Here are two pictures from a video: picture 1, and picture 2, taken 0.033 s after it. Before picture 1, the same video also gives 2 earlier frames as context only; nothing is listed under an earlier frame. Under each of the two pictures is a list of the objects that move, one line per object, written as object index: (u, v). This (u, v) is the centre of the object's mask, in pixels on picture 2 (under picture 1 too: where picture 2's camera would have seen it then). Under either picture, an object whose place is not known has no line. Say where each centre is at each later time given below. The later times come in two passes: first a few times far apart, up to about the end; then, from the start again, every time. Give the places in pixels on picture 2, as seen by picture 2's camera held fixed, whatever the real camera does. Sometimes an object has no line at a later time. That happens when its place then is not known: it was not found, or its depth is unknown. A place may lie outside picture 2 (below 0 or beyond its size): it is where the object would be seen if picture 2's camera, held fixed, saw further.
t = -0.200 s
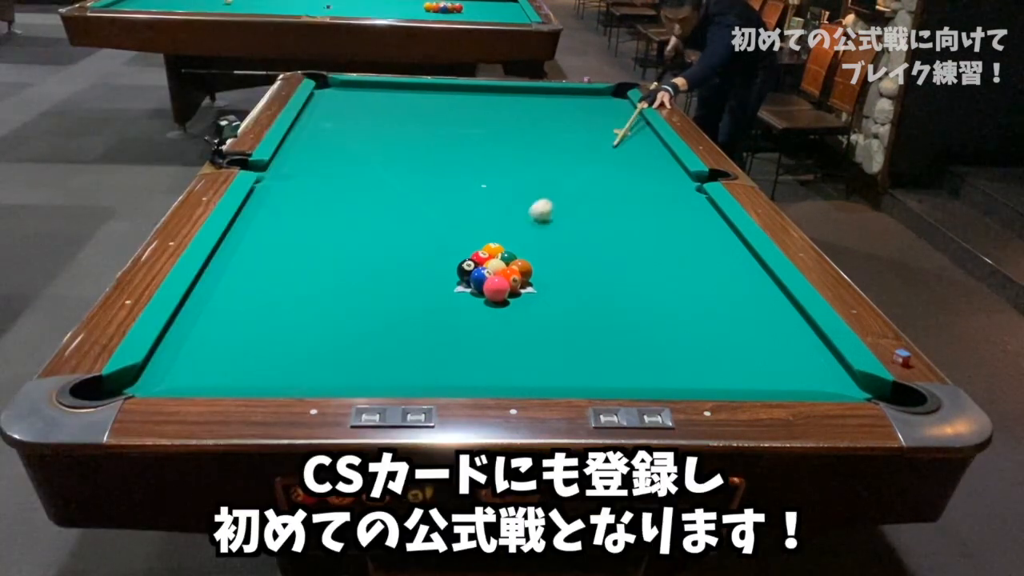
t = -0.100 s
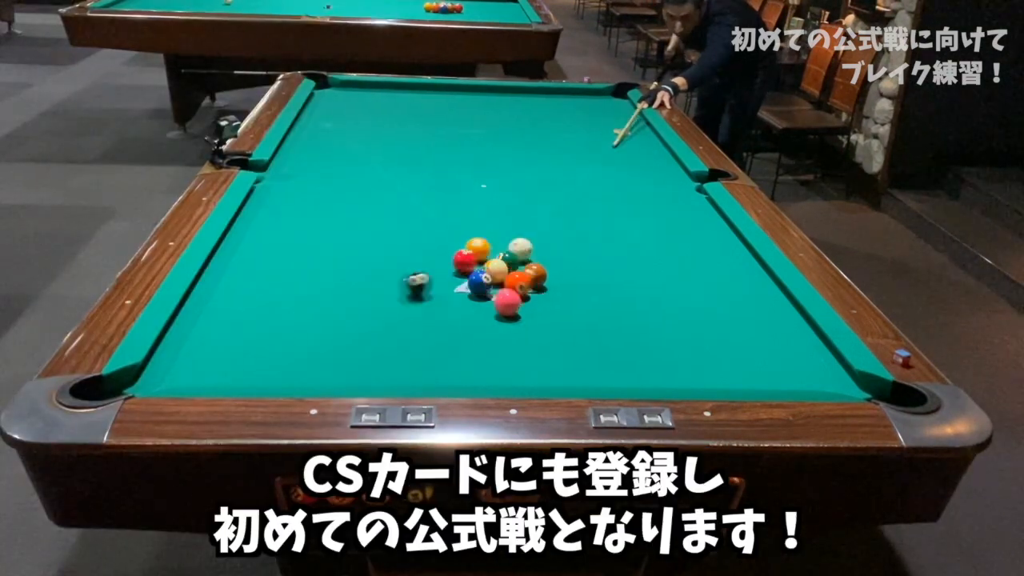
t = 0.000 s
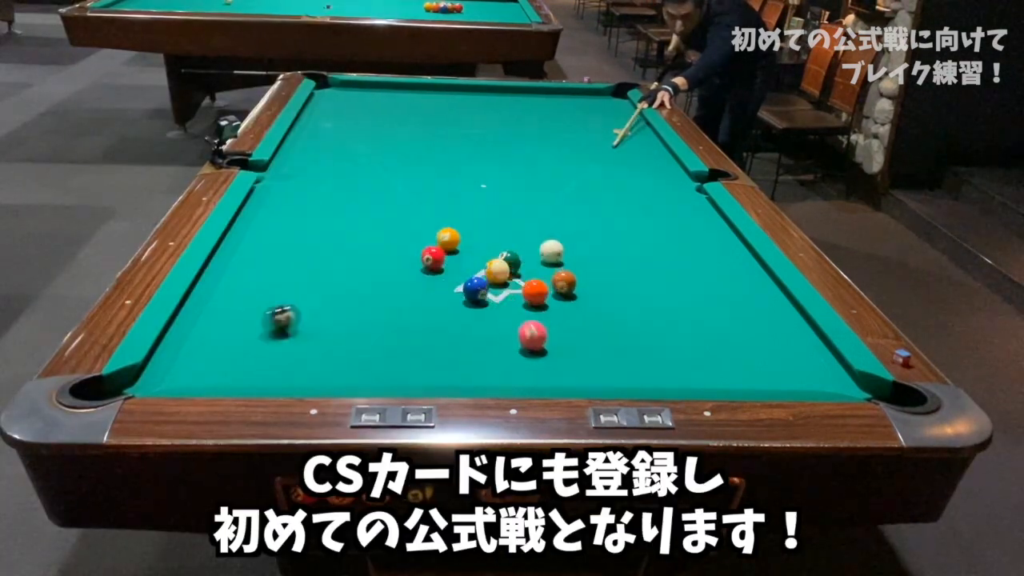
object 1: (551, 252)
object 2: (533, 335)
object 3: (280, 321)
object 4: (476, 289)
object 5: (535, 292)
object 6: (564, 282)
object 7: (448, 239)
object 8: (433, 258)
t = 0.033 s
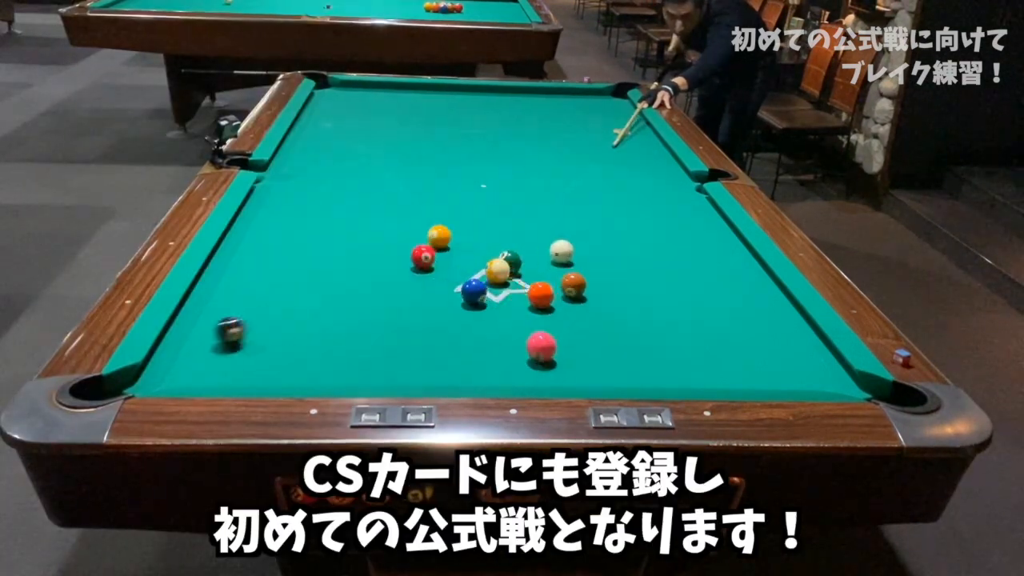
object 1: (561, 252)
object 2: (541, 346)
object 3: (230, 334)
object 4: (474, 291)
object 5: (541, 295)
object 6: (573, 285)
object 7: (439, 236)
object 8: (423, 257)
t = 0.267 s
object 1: (626, 253)
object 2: (578, 360)
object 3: (299, 376)
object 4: (462, 306)
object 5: (580, 311)
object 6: (638, 301)
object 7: (385, 221)
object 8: (359, 250)
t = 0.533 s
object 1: (698, 255)
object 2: (581, 326)
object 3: (460, 362)
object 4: (449, 325)
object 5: (642, 331)
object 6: (717, 322)
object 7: (327, 204)
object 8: (287, 243)
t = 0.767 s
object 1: (742, 255)
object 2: (565, 307)
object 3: (580, 345)
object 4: (437, 340)
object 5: (711, 341)
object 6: (788, 340)
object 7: (282, 192)
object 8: (236, 237)
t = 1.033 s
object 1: (705, 248)
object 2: (550, 289)
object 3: (706, 328)
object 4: (423, 358)
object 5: (776, 351)
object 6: (821, 357)
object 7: (282, 182)
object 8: (275, 228)
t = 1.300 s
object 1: (673, 242)
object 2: (535, 274)
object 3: (778, 311)
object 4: (409, 374)
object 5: (774, 356)
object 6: (825, 371)
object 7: (311, 175)
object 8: (310, 220)
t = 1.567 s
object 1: (645, 236)
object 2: (534, 267)
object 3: (705, 286)
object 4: (401, 374)
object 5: (773, 359)
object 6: (819, 380)
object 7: (336, 170)
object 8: (340, 214)
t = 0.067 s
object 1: (570, 252)
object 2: (548, 356)
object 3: (183, 347)
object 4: (472, 293)
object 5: (546, 297)
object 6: (582, 288)
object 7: (432, 234)
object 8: (414, 256)
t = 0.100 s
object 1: (579, 252)
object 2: (557, 367)
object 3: (178, 354)
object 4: (471, 296)
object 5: (552, 299)
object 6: (591, 290)
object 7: (423, 232)
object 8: (405, 255)
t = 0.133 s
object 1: (589, 252)
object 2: (566, 375)
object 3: (206, 361)
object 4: (469, 298)
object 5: (558, 302)
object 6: (601, 293)
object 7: (415, 229)
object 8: (395, 254)
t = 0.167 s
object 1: (598, 253)
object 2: (571, 376)
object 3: (229, 364)
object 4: (467, 300)
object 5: (563, 305)
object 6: (610, 294)
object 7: (408, 227)
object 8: (386, 253)
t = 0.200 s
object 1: (607, 253)
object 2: (573, 371)
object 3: (255, 370)
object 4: (466, 302)
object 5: (569, 308)
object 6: (619, 296)
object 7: (400, 225)
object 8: (377, 252)
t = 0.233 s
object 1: (617, 253)
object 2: (576, 365)
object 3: (278, 373)
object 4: (465, 304)
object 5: (575, 309)
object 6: (629, 299)
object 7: (392, 223)
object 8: (367, 251)
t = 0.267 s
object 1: (626, 253)
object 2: (578, 360)
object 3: (299, 376)
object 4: (462, 306)
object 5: (580, 311)
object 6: (638, 301)
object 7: (385, 221)
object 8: (359, 250)
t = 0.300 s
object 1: (635, 254)
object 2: (580, 354)
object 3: (322, 375)
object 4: (460, 309)
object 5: (586, 315)
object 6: (648, 304)
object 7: (377, 219)
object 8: (349, 249)
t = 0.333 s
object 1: (645, 254)
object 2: (583, 349)
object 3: (343, 373)
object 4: (459, 311)
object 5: (592, 319)
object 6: (658, 306)
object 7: (369, 217)
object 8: (340, 248)
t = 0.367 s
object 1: (653, 254)
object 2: (585, 344)
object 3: (362, 372)
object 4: (457, 314)
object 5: (598, 321)
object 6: (667, 309)
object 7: (363, 215)
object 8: (331, 248)
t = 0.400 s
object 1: (662, 254)
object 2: (587, 339)
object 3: (383, 370)
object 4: (455, 316)
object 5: (605, 324)
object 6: (677, 311)
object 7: (355, 212)
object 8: (322, 247)
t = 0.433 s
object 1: (672, 255)
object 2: (589, 335)
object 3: (403, 369)
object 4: (454, 318)
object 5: (612, 327)
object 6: (687, 314)
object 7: (348, 211)
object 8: (313, 246)
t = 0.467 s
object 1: (680, 255)
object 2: (586, 332)
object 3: (421, 367)
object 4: (452, 320)
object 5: (621, 328)
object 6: (697, 316)
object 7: (341, 209)
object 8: (305, 245)
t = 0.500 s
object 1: (689, 255)
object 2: (583, 329)
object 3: (441, 365)
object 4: (450, 322)
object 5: (632, 330)
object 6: (707, 319)
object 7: (334, 206)
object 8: (295, 244)
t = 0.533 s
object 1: (698, 255)
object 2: (581, 326)
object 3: (460, 362)
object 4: (449, 325)
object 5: (642, 331)
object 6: (717, 322)
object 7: (327, 204)
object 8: (287, 243)
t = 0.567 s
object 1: (706, 255)
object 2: (578, 324)
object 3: (477, 359)
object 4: (447, 327)
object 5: (651, 332)
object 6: (726, 324)
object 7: (321, 203)
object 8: (278, 242)
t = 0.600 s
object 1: (715, 255)
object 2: (576, 320)
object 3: (496, 356)
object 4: (445, 329)
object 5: (662, 334)
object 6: (737, 327)
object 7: (314, 201)
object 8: (269, 241)
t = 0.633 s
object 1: (724, 255)
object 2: (574, 318)
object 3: (514, 355)
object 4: (443, 331)
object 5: (672, 335)
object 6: (747, 329)
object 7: (307, 199)
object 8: (261, 240)
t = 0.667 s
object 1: (732, 256)
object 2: (572, 315)
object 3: (530, 352)
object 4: (442, 333)
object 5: (681, 336)
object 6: (757, 332)
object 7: (301, 197)
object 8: (253, 240)
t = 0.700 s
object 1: (741, 256)
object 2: (569, 312)
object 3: (548, 349)
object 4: (440, 336)
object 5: (691, 338)
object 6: (768, 335)
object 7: (295, 195)
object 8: (243, 239)
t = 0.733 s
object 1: (747, 256)
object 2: (567, 310)
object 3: (564, 347)
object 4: (439, 338)
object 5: (702, 339)
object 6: (778, 337)
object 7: (288, 193)
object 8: (235, 238)
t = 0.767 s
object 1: (742, 255)
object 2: (565, 307)
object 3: (580, 345)
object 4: (437, 340)
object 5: (711, 341)
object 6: (788, 340)
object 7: (282, 192)
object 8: (236, 237)
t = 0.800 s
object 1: (736, 254)
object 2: (563, 305)
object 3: (598, 342)
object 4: (435, 343)
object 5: (721, 342)
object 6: (799, 343)
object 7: (276, 190)
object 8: (242, 236)
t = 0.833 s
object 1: (732, 253)
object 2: (561, 302)
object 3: (613, 341)
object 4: (433, 344)
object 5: (731, 344)
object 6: (810, 345)
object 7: (269, 188)
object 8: (247, 235)
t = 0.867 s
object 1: (727, 252)
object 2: (559, 300)
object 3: (628, 339)
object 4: (432, 347)
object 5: (741, 345)
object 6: (819, 347)
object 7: (264, 187)
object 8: (252, 233)
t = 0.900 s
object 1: (723, 252)
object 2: (557, 298)
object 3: (645, 336)
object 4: (430, 349)
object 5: (751, 346)
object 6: (820, 350)
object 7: (266, 186)
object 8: (257, 232)
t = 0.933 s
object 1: (718, 251)
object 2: (555, 295)
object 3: (660, 334)
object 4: (428, 352)
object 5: (761, 348)
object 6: (816, 351)
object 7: (270, 185)
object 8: (262, 231)
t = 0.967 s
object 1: (714, 250)
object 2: (554, 293)
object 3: (675, 332)
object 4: (426, 354)
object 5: (770, 349)
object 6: (813, 353)
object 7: (274, 184)
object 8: (266, 230)
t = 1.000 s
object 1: (710, 249)
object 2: (552, 291)
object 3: (691, 330)
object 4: (425, 356)
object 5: (778, 350)
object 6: (812, 355)
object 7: (278, 183)
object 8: (271, 229)
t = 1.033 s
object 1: (705, 248)
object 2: (550, 289)
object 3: (706, 328)
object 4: (423, 358)
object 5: (776, 351)
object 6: (821, 357)
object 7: (282, 182)
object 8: (275, 228)
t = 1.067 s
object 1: (701, 247)
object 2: (548, 287)
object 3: (719, 327)
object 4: (421, 361)
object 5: (775, 351)
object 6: (828, 360)
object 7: (286, 181)
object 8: (280, 227)
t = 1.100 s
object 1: (697, 246)
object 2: (546, 285)
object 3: (735, 324)
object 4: (419, 363)
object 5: (775, 352)
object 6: (830, 361)
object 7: (290, 180)
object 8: (284, 226)
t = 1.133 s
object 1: (693, 246)
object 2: (544, 283)
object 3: (749, 322)
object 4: (418, 366)
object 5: (775, 353)
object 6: (830, 363)
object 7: (293, 179)
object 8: (289, 225)
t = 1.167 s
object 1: (689, 245)
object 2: (543, 281)
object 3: (763, 321)
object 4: (416, 368)
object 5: (775, 353)
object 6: (829, 365)
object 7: (297, 178)
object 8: (293, 224)
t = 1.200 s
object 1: (685, 244)
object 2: (541, 279)
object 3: (777, 319)
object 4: (414, 370)
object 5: (775, 354)
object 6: (828, 366)
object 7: (301, 178)
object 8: (298, 223)
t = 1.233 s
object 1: (681, 243)
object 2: (539, 277)
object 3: (791, 319)
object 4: (412, 371)
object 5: (774, 355)
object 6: (827, 367)
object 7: (304, 177)
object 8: (302, 221)
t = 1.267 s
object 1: (677, 243)
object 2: (537, 275)
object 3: (790, 315)
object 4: (411, 373)
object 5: (774, 355)
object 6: (826, 368)
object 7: (307, 176)
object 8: (305, 221)
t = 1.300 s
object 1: (673, 242)
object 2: (535, 274)
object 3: (778, 311)
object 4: (409, 374)
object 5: (774, 356)
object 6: (825, 371)
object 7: (311, 175)
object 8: (310, 220)
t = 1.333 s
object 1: (670, 241)
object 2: (534, 271)
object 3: (768, 308)
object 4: (407, 375)
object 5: (774, 356)
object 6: (824, 372)
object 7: (314, 174)
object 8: (314, 219)
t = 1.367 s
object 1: (666, 241)
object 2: (532, 270)
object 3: (758, 305)
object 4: (406, 376)
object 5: (774, 357)
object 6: (824, 373)
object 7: (317, 174)
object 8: (318, 218)
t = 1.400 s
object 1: (662, 240)
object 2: (533, 269)
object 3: (748, 301)
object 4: (404, 376)
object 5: (774, 357)
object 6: (823, 375)
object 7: (321, 173)
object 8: (322, 218)
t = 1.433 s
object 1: (659, 239)
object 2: (534, 269)
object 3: (740, 298)
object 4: (404, 376)
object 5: (774, 358)
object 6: (822, 376)
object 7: (324, 172)
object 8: (326, 217)
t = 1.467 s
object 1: (655, 238)
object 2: (534, 268)
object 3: (731, 295)
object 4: (403, 375)
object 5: (774, 358)
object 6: (821, 377)
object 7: (327, 171)
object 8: (329, 216)
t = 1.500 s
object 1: (651, 237)
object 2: (534, 268)
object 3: (721, 292)
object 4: (402, 375)
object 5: (774, 358)
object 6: (820, 378)
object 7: (330, 171)
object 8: (333, 215)
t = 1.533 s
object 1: (648, 237)
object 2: (534, 267)
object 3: (713, 289)
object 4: (401, 374)
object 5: (773, 359)
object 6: (819, 379)
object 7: (333, 170)
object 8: (337, 214)
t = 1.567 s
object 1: (645, 236)
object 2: (534, 267)
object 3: (705, 286)
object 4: (401, 374)
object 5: (773, 359)
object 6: (819, 380)
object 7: (336, 170)
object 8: (340, 214)
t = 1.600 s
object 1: (641, 236)
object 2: (535, 266)
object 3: (696, 283)
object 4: (400, 373)
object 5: (773, 360)
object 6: (818, 381)
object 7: (340, 169)
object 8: (344, 213)
